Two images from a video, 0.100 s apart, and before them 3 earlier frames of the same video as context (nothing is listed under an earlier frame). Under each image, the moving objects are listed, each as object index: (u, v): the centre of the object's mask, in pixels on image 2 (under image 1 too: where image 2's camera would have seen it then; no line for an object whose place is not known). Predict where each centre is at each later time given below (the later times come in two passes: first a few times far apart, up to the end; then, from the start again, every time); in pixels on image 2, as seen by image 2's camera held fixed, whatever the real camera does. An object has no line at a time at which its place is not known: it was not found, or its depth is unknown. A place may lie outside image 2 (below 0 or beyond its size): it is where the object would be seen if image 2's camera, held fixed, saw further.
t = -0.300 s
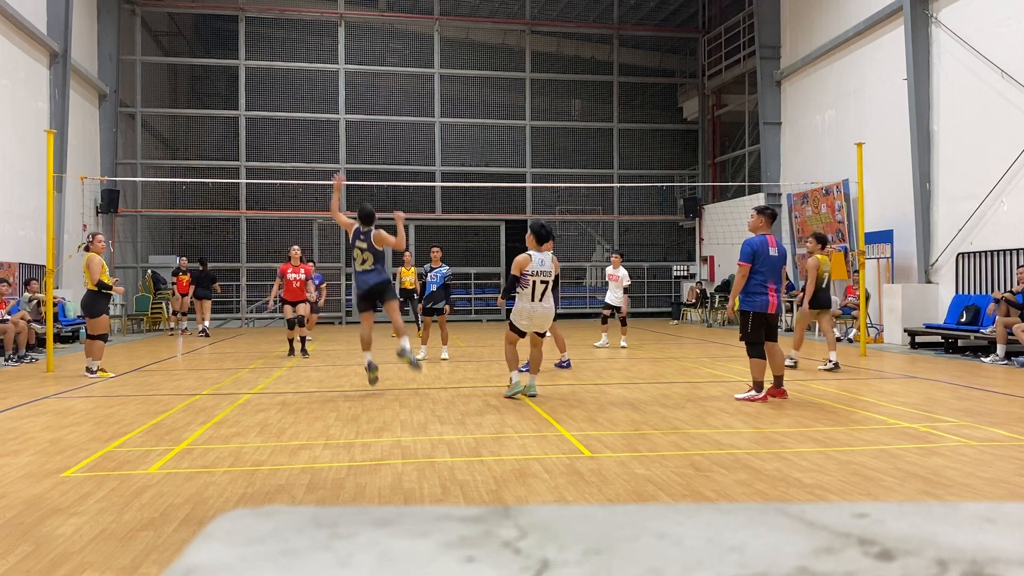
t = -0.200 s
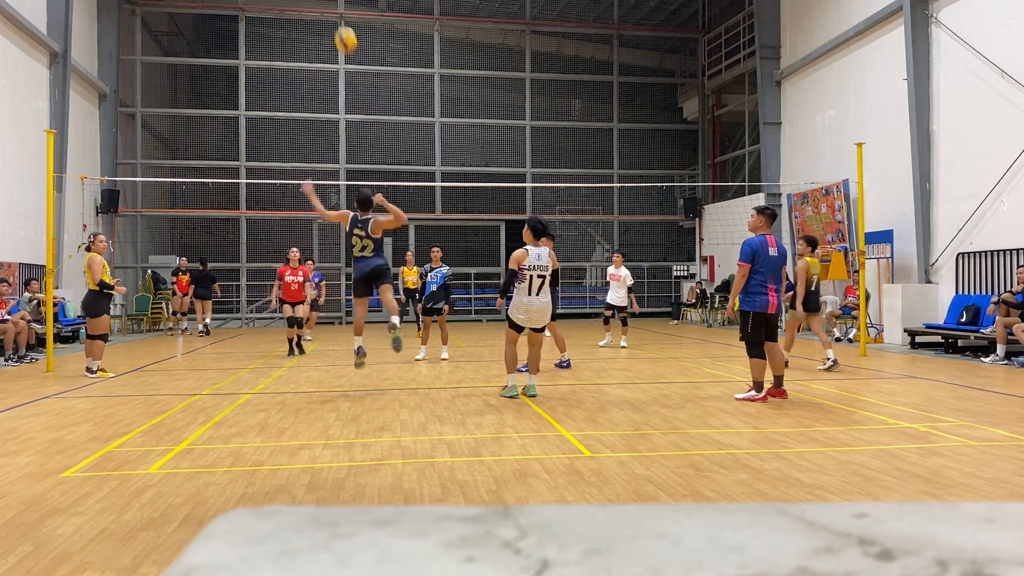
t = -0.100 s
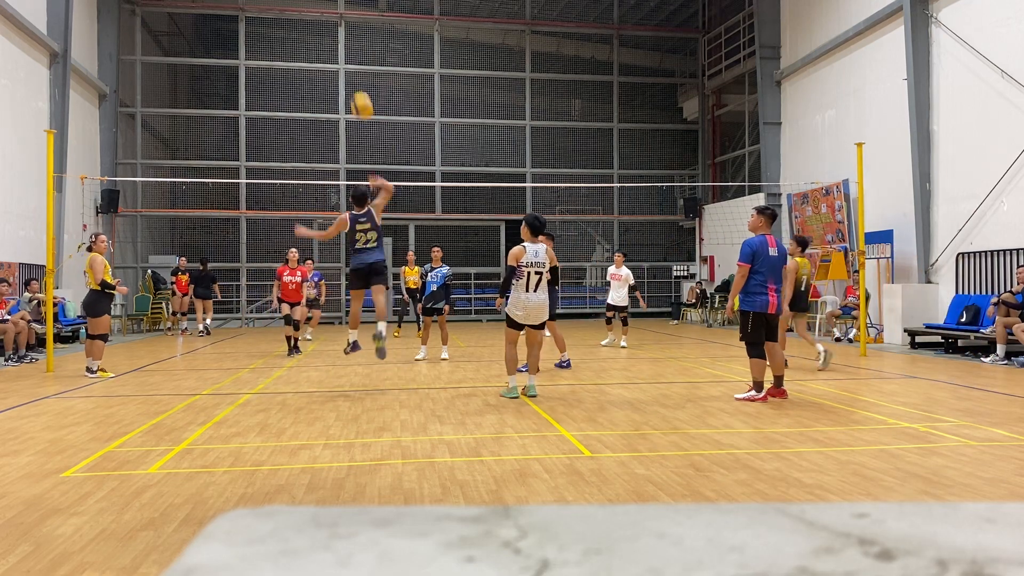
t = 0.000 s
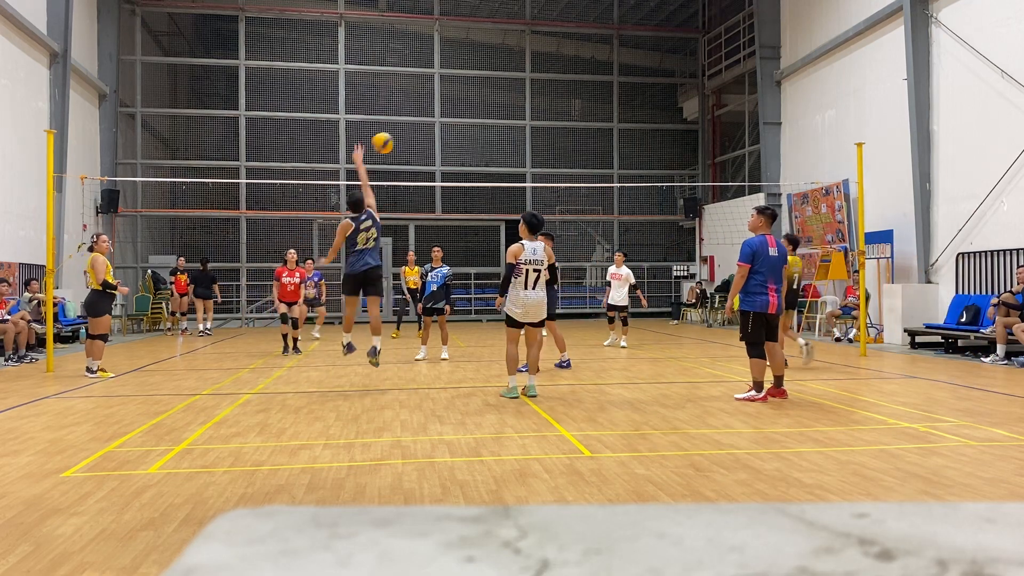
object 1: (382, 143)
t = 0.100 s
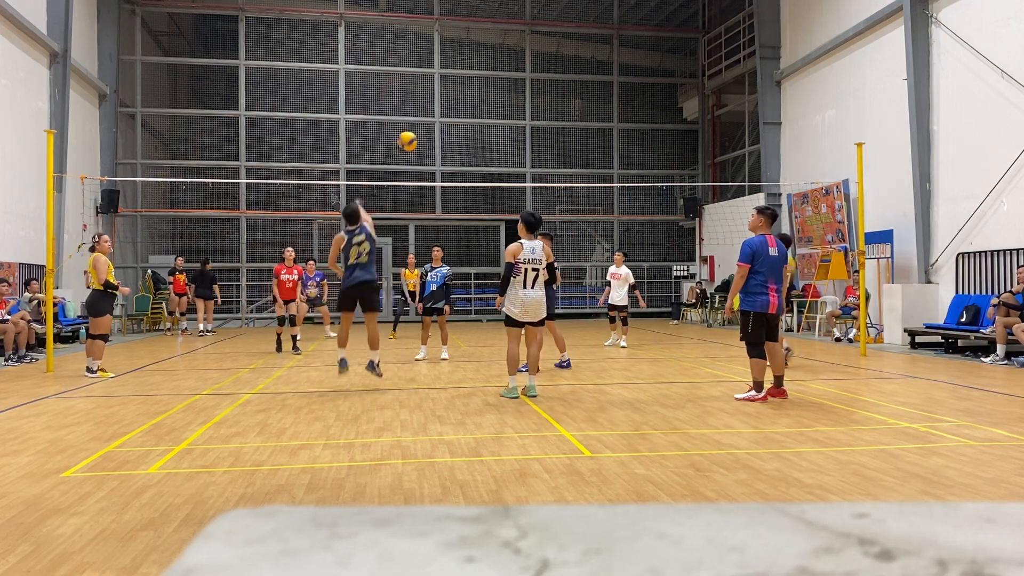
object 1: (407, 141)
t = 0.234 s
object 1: (435, 152)
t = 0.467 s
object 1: (474, 196)
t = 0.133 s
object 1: (415, 142)
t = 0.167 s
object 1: (422, 144)
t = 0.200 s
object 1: (429, 148)
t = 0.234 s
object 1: (435, 152)
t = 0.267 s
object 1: (441, 156)
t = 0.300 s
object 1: (447, 161)
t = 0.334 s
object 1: (453, 167)
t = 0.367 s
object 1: (458, 174)
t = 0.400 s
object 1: (464, 180)
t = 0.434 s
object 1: (469, 188)
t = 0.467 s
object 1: (474, 196)
